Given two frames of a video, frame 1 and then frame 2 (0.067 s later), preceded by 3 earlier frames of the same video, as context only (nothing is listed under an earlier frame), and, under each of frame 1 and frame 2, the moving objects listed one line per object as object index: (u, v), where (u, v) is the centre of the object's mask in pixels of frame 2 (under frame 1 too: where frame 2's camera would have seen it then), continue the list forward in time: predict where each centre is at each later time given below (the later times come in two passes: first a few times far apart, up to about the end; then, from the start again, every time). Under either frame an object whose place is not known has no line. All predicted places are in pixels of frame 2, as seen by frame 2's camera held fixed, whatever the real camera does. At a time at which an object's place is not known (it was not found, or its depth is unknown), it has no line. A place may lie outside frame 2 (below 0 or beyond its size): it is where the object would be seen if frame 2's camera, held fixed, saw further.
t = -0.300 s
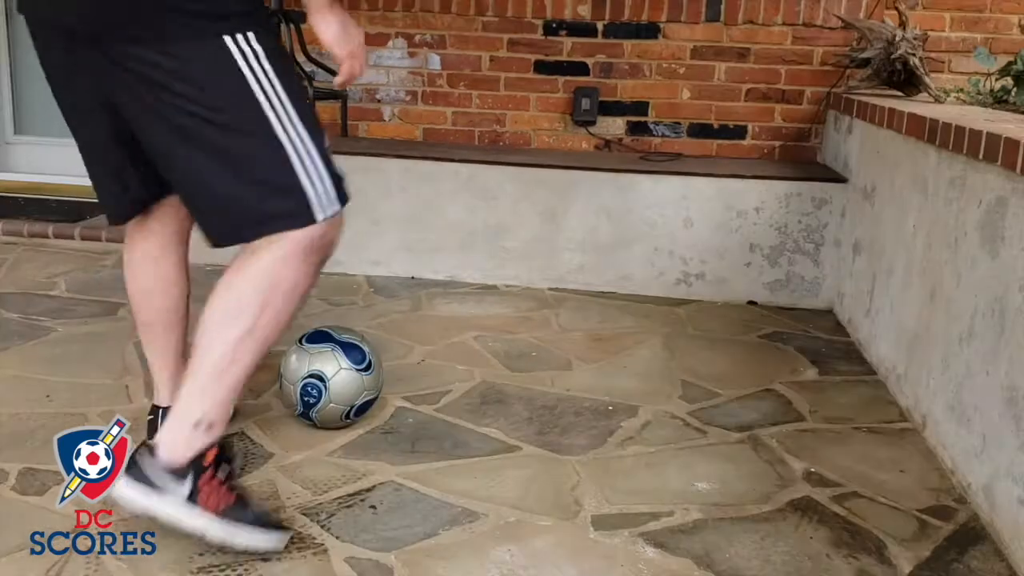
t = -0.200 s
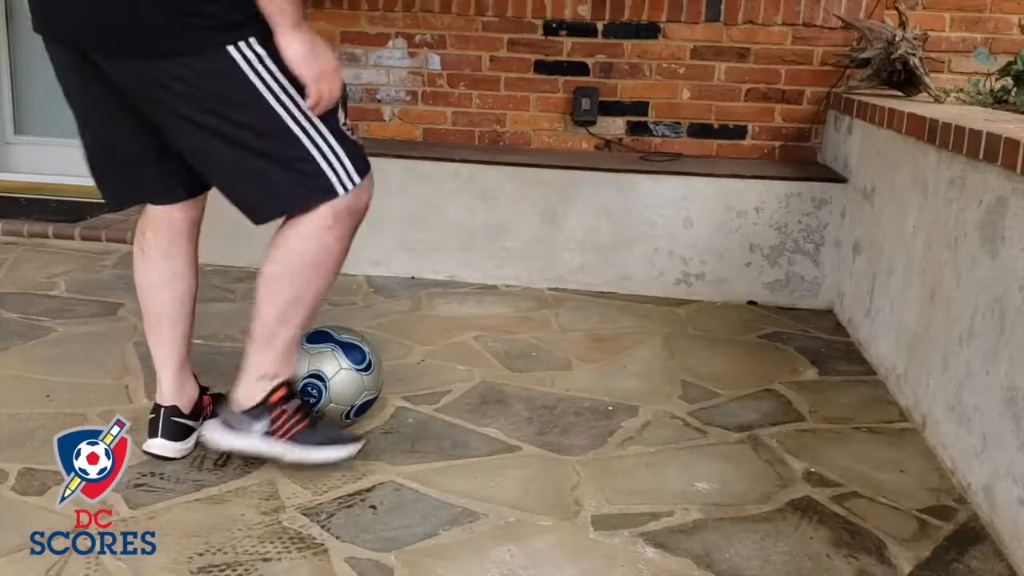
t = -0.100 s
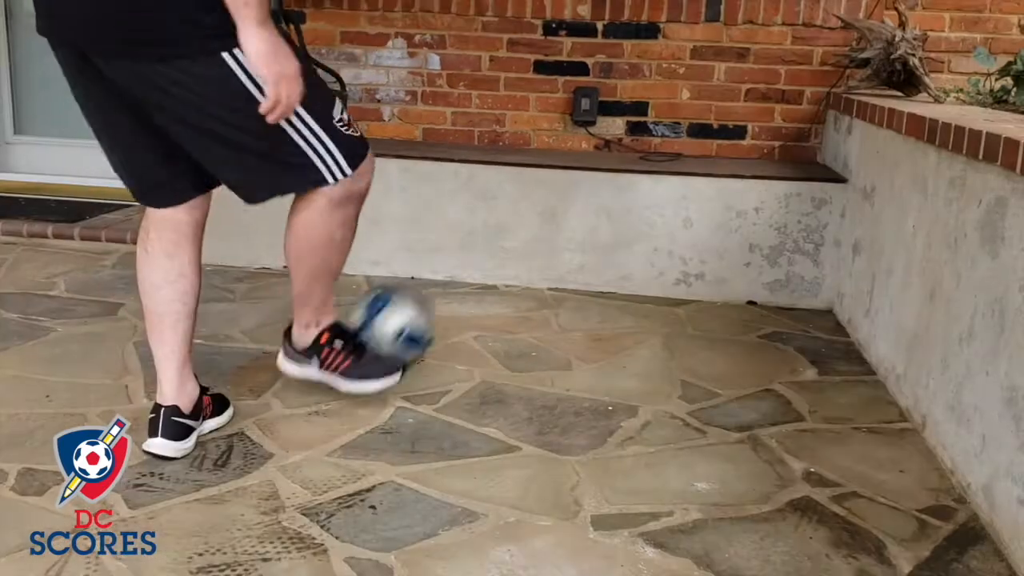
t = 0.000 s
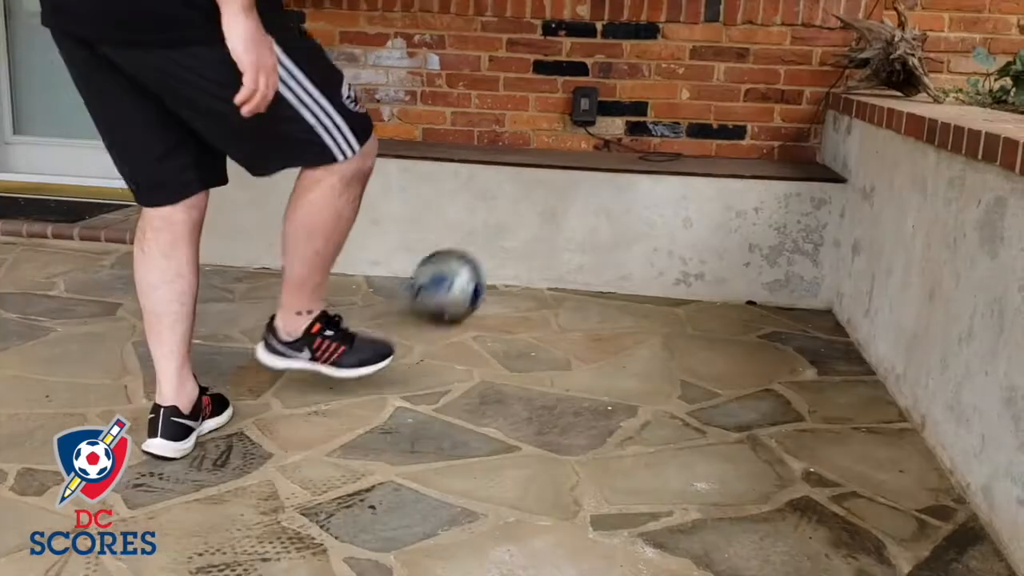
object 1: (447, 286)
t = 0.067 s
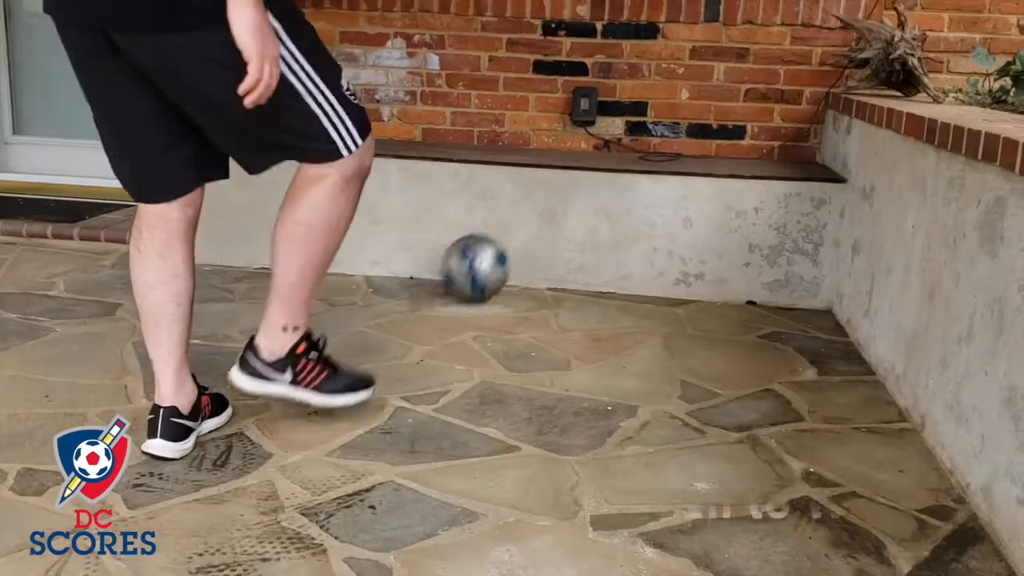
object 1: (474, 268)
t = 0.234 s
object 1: (478, 257)
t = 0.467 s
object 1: (453, 313)
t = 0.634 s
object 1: (437, 350)
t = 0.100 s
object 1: (485, 258)
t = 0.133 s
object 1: (487, 251)
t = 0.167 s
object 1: (485, 250)
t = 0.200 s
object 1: (482, 252)
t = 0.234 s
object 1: (478, 257)
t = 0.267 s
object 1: (475, 266)
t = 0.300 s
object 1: (471, 281)
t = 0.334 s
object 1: (466, 299)
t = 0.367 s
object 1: (462, 308)
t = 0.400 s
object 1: (459, 306)
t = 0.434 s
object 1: (456, 307)
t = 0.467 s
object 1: (453, 313)
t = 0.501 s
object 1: (450, 324)
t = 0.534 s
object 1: (447, 338)
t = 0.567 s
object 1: (443, 346)
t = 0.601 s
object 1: (440, 346)
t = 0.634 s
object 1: (437, 350)
